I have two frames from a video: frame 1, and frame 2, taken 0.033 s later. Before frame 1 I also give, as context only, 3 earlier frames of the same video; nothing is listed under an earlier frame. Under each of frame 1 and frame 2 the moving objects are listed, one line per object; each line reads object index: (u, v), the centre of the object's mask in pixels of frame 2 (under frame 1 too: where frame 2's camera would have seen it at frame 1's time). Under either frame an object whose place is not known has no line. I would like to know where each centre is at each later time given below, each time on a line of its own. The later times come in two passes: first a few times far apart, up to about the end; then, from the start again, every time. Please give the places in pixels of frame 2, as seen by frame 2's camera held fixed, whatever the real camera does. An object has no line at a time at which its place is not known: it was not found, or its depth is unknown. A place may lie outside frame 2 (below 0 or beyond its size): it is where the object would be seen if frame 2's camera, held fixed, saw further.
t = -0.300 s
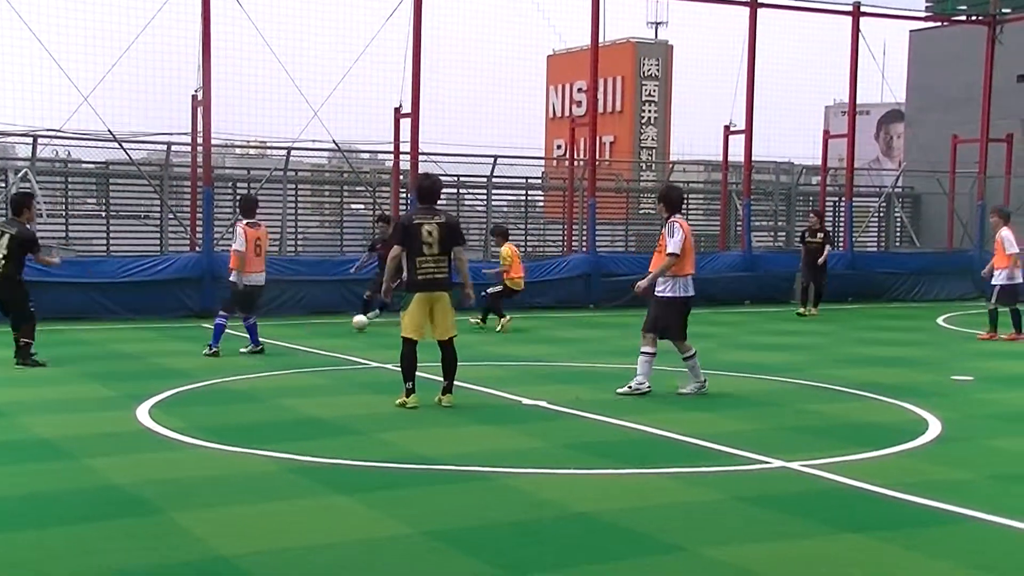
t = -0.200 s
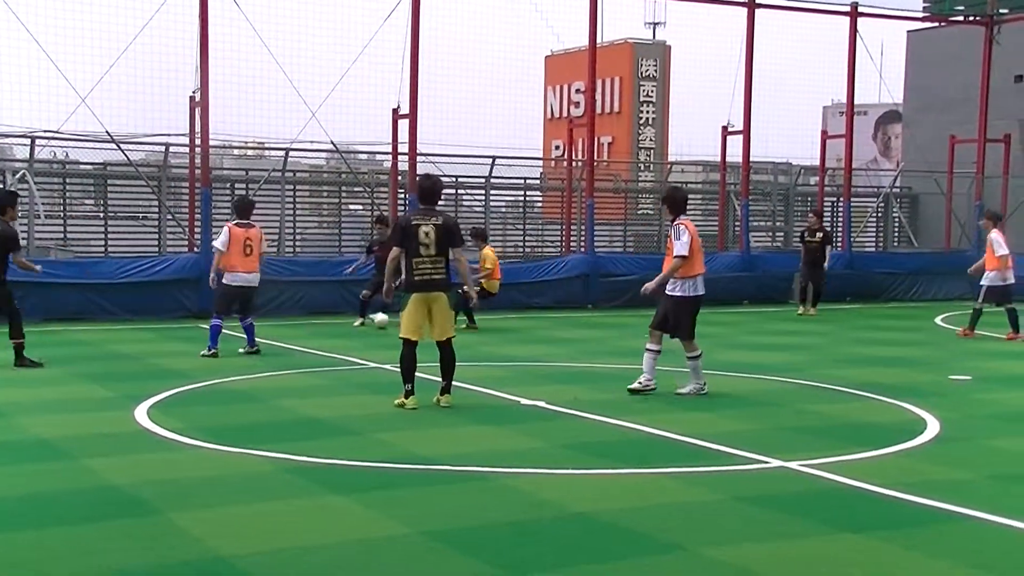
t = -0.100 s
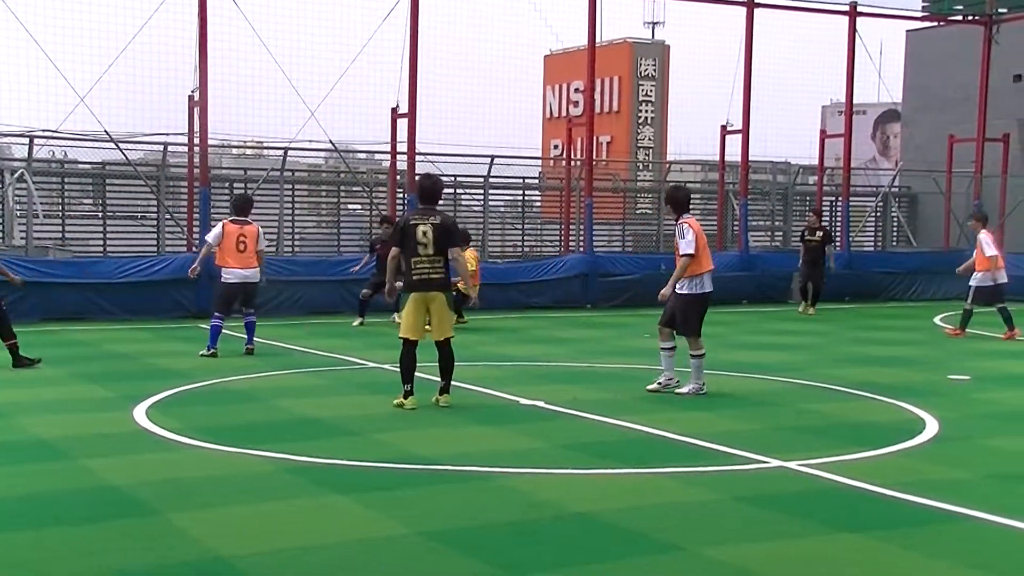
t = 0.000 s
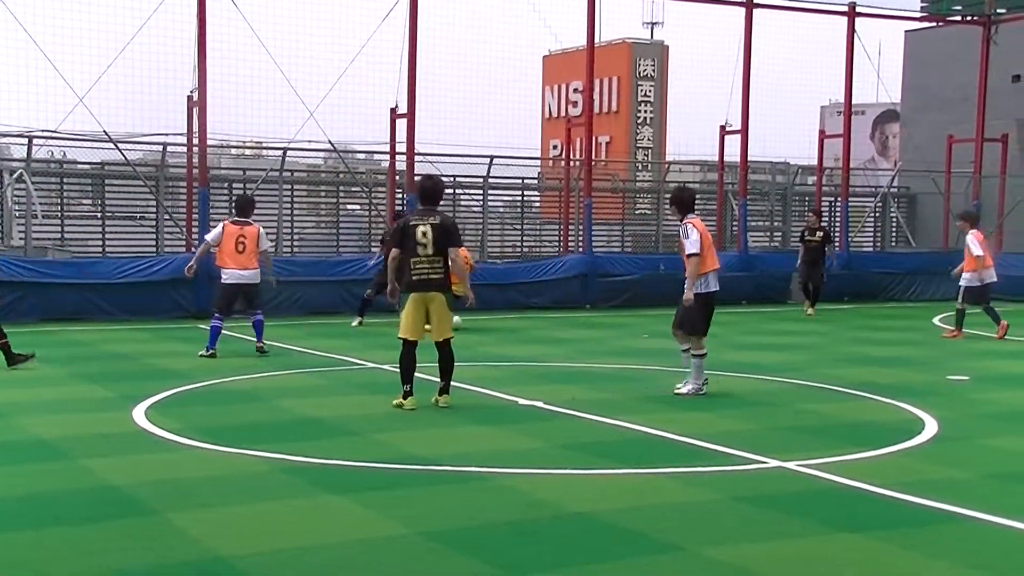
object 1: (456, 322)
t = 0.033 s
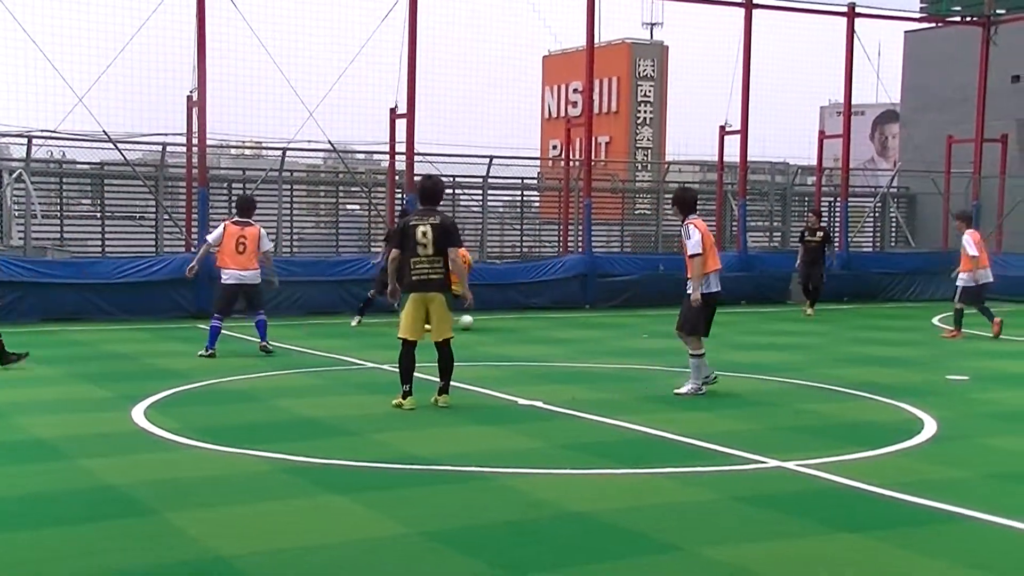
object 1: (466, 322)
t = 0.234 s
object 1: (532, 323)
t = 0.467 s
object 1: (603, 322)
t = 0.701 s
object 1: (672, 321)
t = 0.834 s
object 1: (711, 321)
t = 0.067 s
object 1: (477, 323)
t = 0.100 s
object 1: (488, 322)
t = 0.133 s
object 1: (500, 322)
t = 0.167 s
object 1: (510, 322)
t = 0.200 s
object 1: (521, 322)
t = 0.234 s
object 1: (532, 323)
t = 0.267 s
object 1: (542, 322)
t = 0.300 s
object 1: (552, 322)
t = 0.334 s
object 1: (563, 323)
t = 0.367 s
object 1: (573, 322)
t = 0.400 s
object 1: (583, 322)
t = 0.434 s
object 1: (593, 322)
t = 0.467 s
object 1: (603, 322)
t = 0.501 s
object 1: (614, 322)
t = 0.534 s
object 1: (623, 322)
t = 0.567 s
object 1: (633, 321)
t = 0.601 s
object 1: (643, 321)
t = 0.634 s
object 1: (653, 322)
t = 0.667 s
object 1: (662, 321)
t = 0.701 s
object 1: (672, 321)
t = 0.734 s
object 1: (682, 321)
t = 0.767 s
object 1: (691, 322)
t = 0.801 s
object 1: (700, 322)
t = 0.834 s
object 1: (711, 321)
